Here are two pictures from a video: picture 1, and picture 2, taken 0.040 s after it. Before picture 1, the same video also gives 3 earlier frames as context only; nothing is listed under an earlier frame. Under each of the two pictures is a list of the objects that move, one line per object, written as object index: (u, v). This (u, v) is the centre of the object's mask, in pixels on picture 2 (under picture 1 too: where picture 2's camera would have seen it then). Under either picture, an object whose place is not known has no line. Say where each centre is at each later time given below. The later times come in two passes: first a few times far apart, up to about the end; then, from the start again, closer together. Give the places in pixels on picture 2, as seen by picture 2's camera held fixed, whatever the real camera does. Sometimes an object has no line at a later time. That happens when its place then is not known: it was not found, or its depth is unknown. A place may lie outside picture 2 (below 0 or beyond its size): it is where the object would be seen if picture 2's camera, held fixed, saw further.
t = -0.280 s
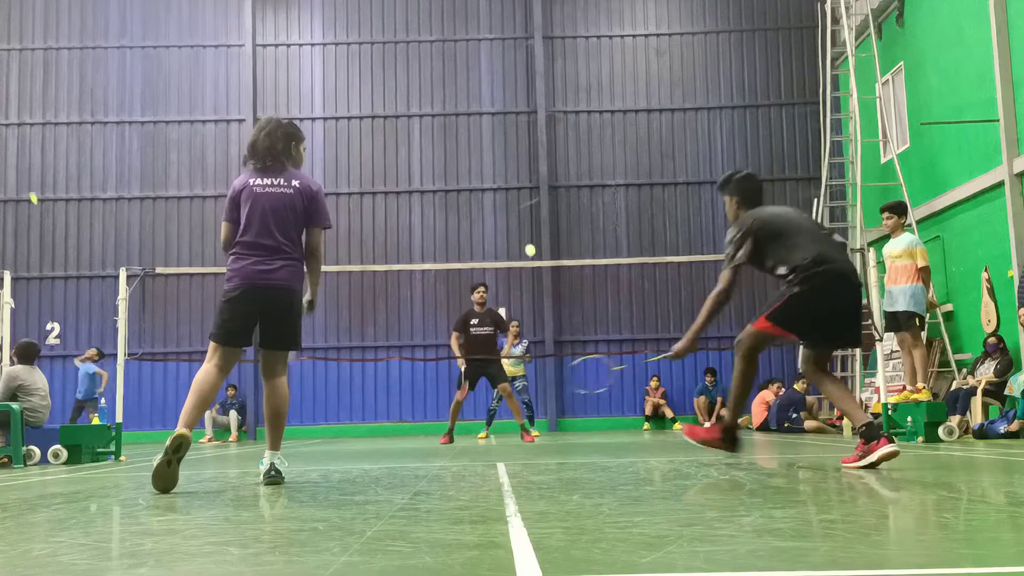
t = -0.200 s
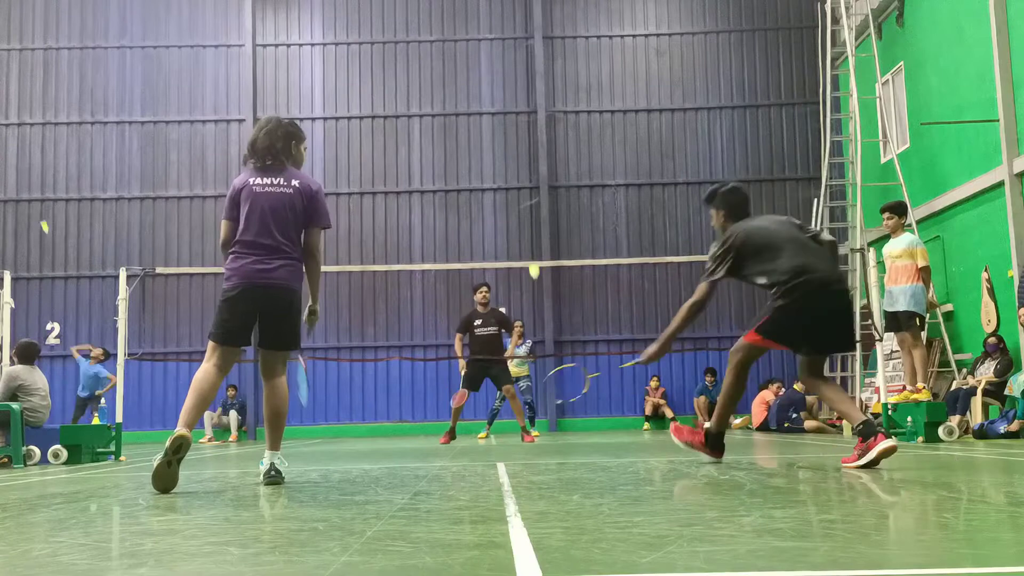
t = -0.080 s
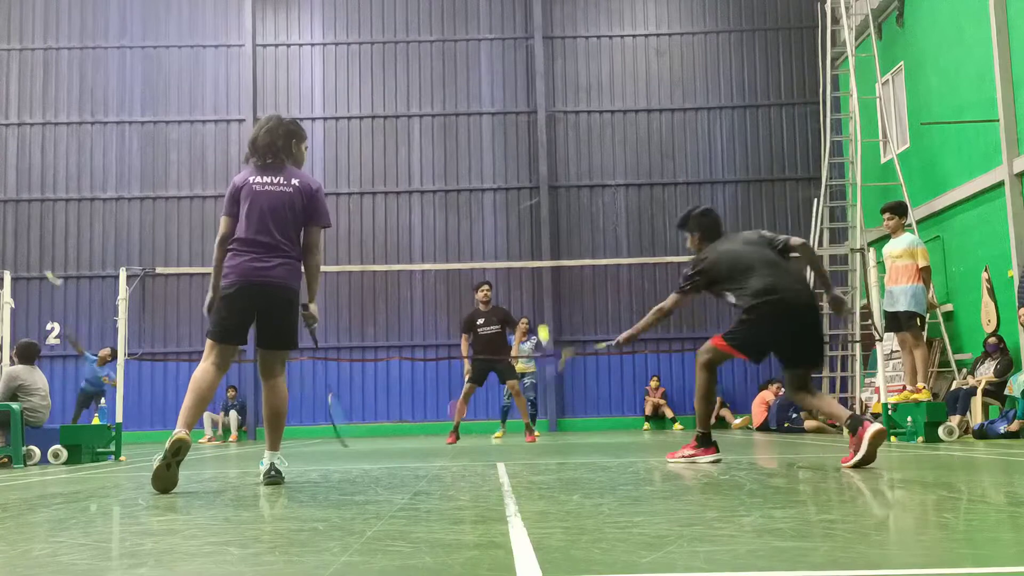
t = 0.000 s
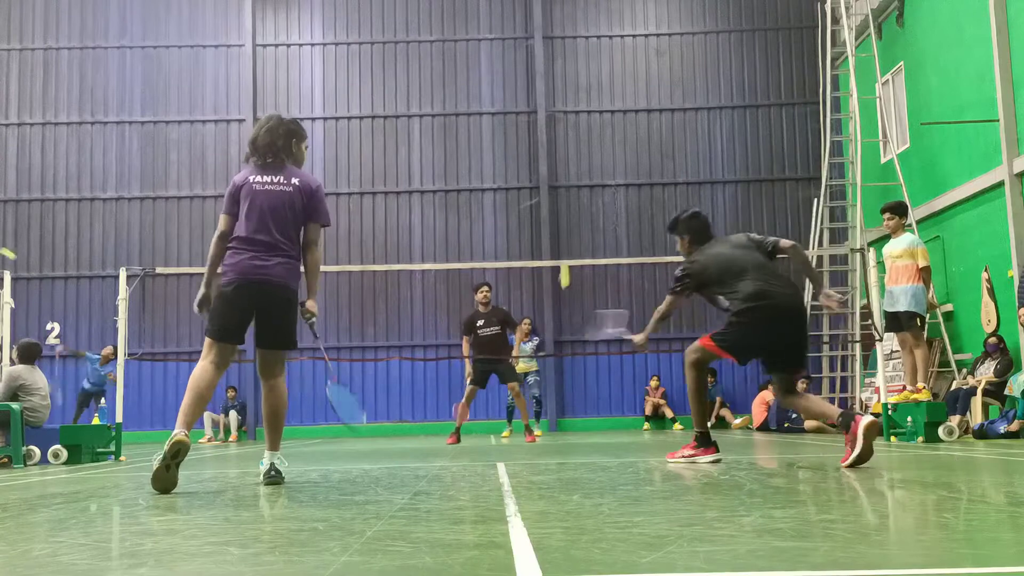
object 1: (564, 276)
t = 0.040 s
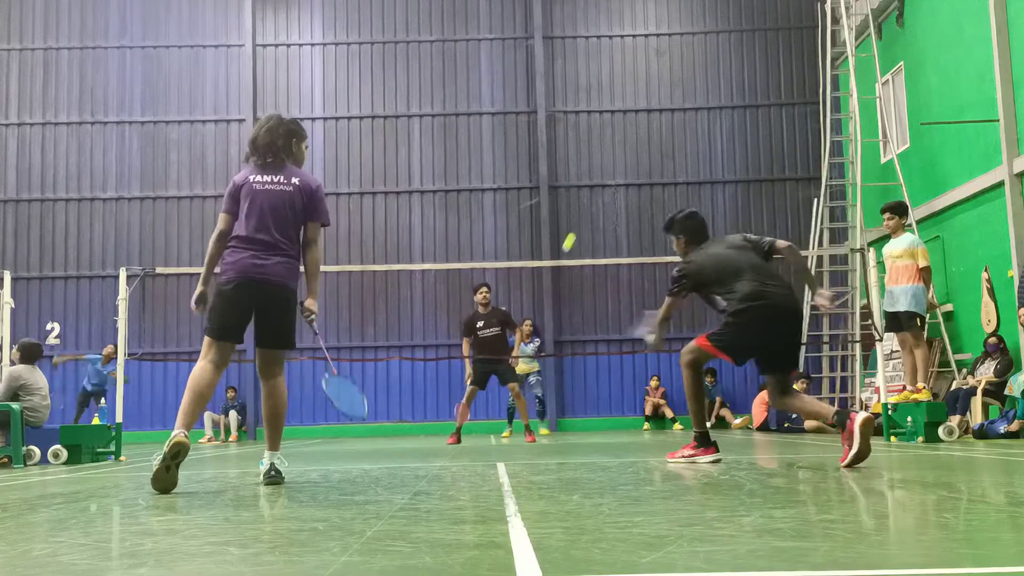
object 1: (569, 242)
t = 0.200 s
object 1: (598, 180)
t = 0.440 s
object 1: (616, 174)
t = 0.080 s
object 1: (580, 223)
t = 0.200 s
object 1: (598, 180)
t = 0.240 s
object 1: (601, 175)
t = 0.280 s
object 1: (604, 172)
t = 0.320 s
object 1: (607, 170)
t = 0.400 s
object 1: (614, 171)
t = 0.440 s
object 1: (616, 174)
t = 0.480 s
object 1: (618, 176)
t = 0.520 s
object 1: (620, 180)
